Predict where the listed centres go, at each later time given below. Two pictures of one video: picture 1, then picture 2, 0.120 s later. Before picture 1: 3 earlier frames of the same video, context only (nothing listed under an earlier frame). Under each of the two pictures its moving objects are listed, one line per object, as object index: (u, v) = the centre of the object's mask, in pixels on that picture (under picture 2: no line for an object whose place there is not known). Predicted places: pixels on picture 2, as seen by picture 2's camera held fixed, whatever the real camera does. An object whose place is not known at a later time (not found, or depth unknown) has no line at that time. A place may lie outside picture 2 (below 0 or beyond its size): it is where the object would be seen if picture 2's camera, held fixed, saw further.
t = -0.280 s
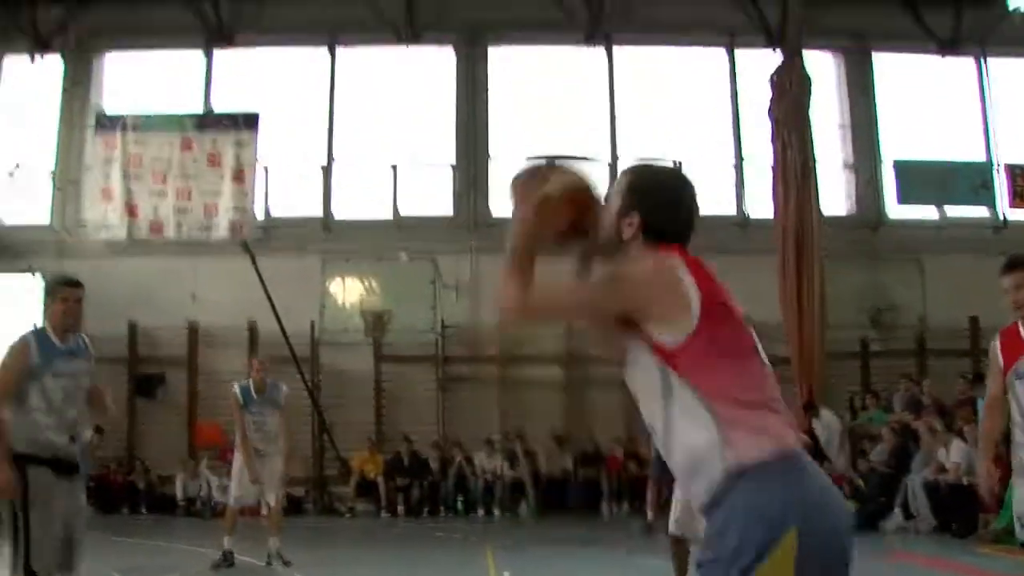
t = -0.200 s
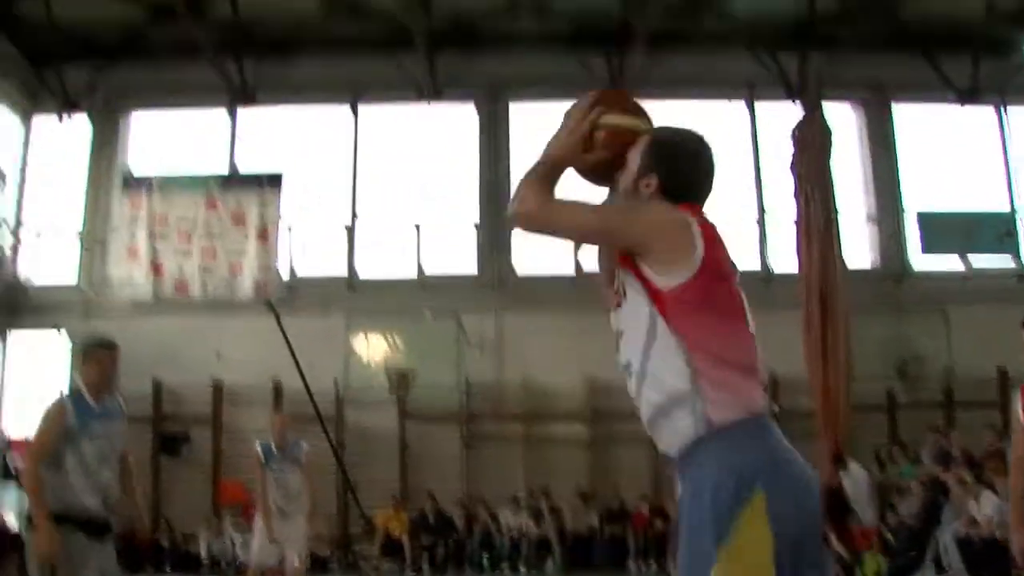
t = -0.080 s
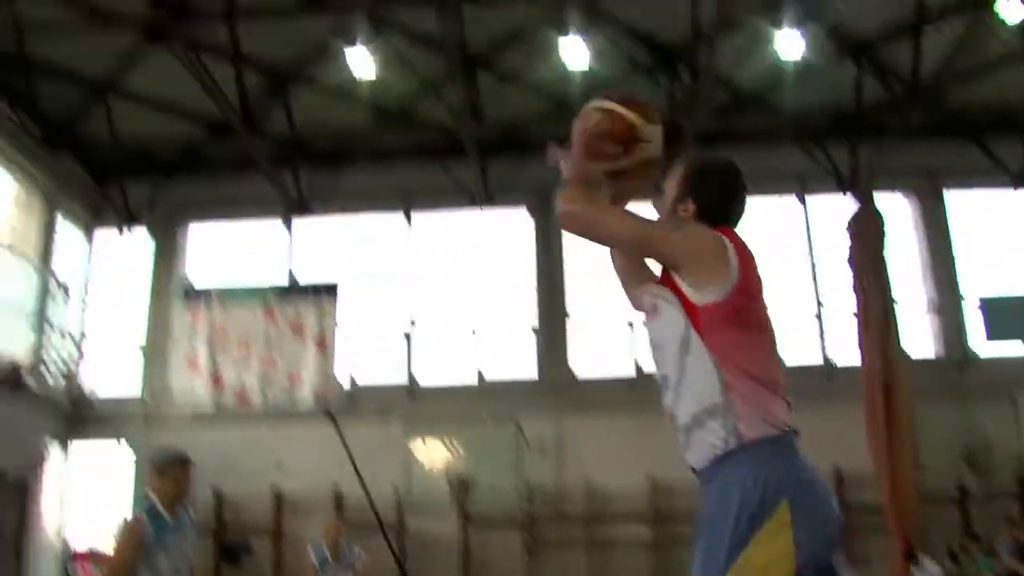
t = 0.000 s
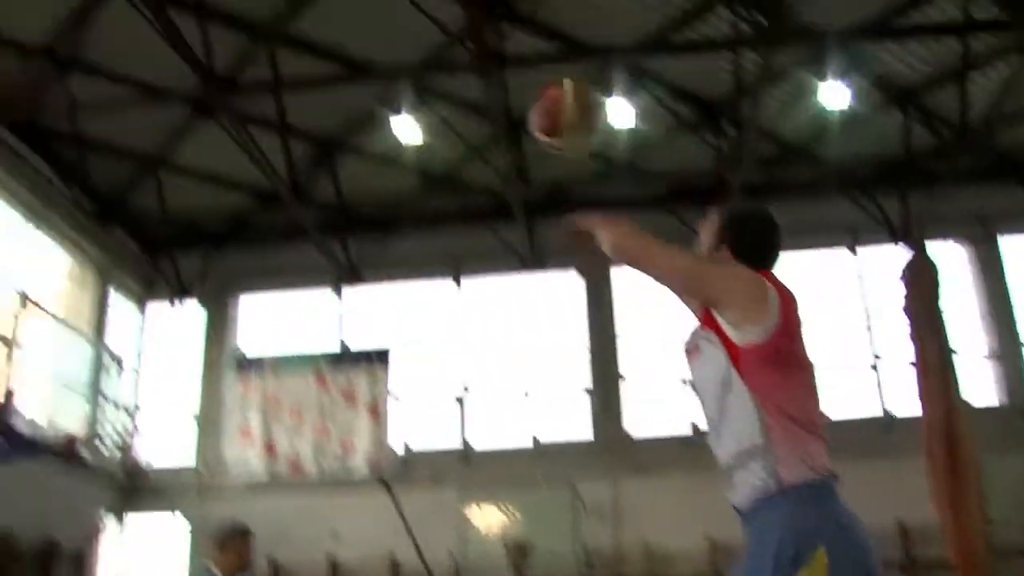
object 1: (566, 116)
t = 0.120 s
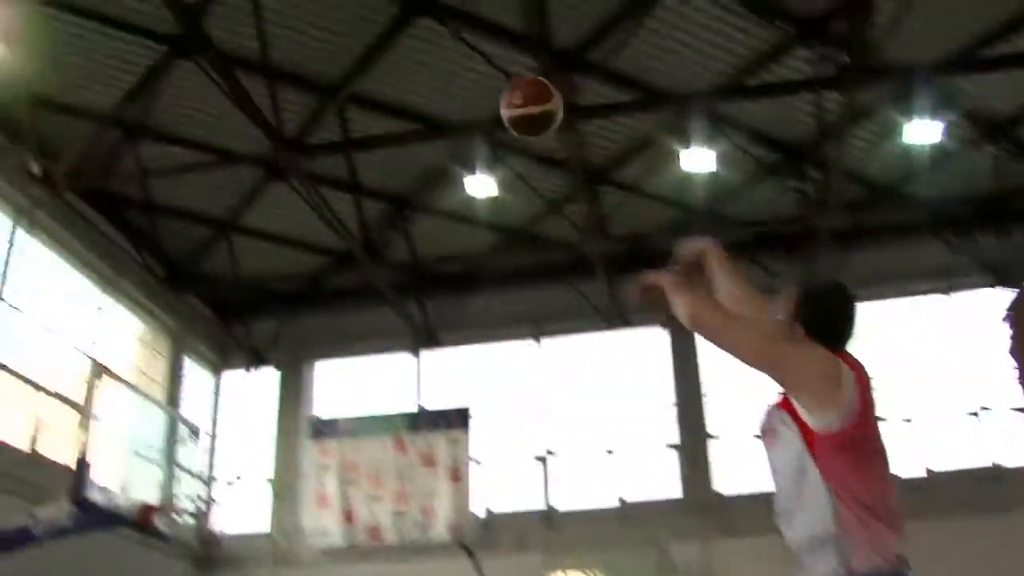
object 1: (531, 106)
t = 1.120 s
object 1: (182, 461)
